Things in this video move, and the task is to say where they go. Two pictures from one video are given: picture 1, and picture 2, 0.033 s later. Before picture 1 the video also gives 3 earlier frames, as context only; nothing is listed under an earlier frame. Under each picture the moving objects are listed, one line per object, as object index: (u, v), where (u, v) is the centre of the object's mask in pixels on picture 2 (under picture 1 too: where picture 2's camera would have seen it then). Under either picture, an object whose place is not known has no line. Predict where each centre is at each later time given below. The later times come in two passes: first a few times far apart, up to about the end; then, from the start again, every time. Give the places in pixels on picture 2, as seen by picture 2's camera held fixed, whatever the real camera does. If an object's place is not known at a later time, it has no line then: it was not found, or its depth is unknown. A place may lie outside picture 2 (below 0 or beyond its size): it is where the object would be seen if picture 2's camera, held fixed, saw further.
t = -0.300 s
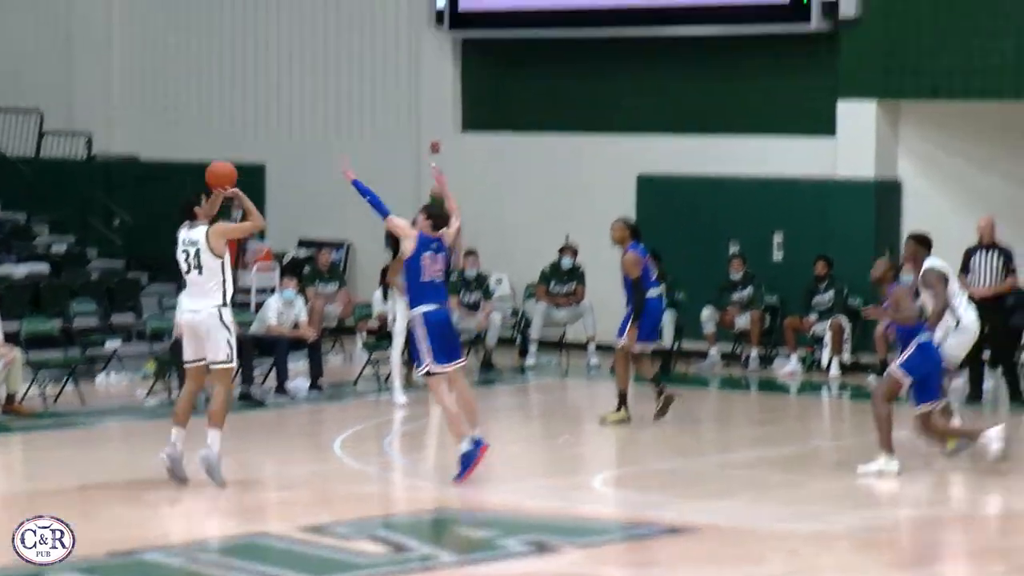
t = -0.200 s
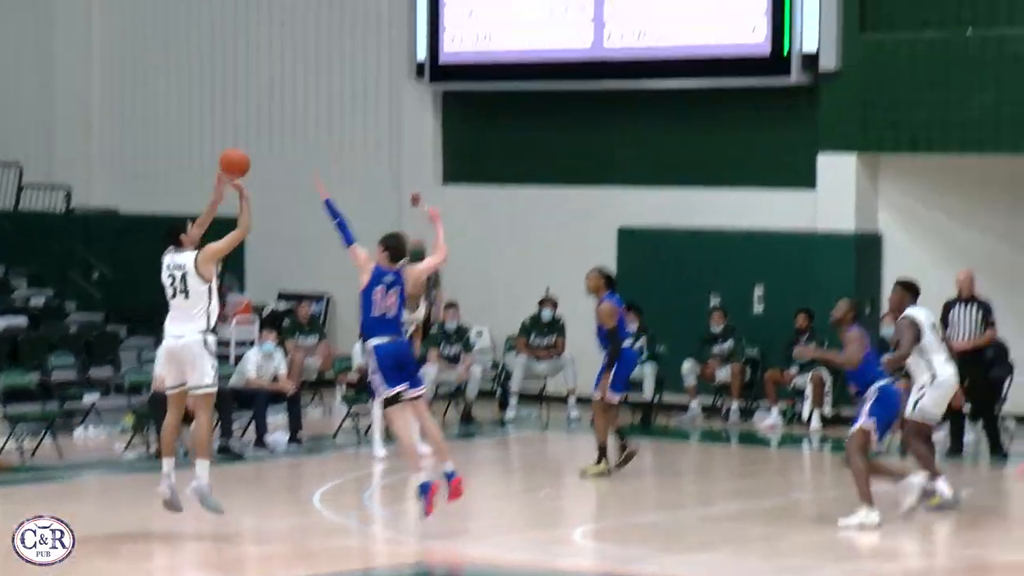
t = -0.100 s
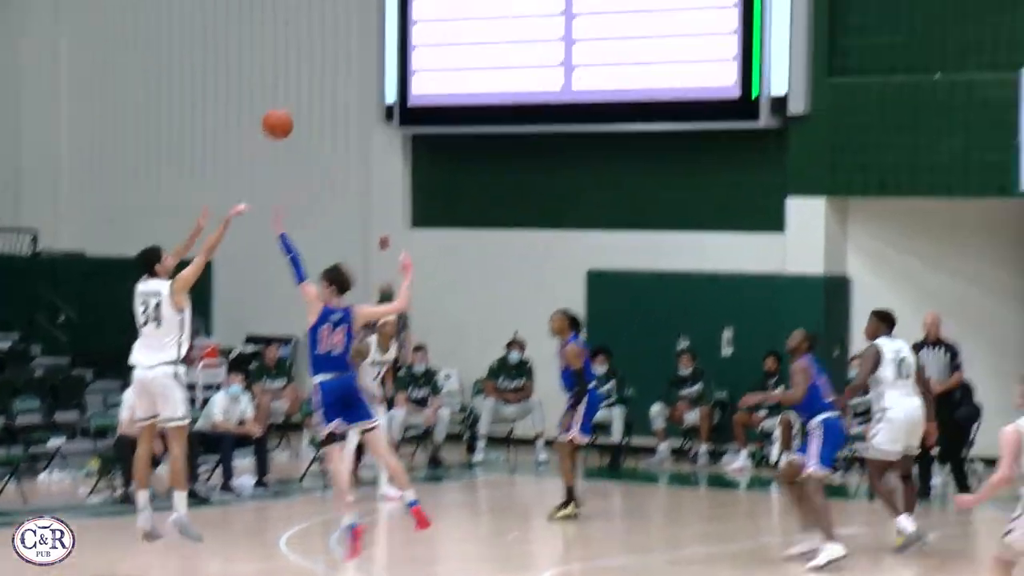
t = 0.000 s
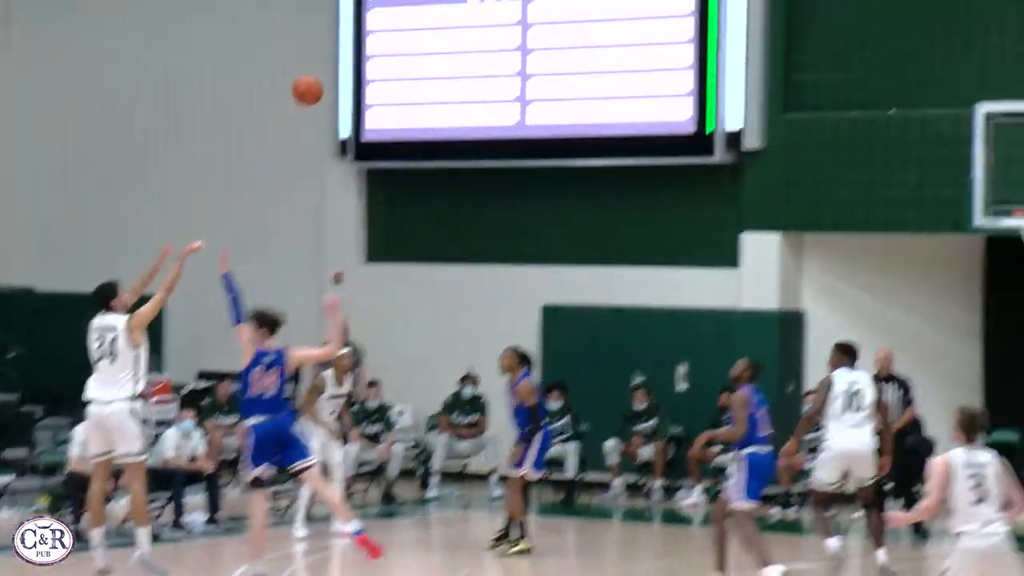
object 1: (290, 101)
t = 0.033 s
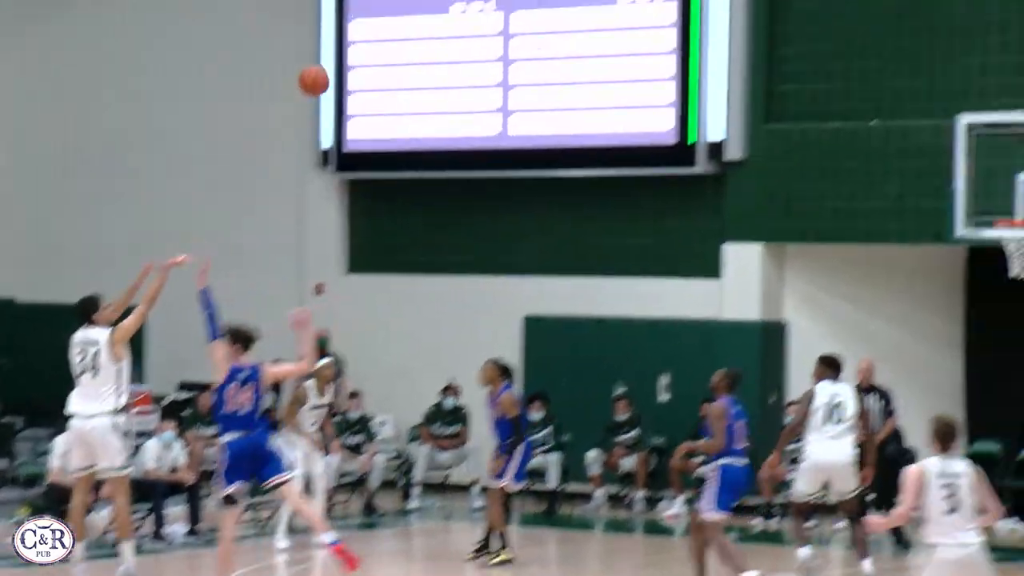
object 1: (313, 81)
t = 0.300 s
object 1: (503, -22)
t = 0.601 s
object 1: (700, -33)
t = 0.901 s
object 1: (886, 60)
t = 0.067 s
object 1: (338, 63)
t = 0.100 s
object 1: (362, 47)
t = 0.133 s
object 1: (386, 33)
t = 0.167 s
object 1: (409, 18)
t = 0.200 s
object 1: (433, 6)
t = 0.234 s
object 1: (456, -4)
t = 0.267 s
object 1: (480, -14)
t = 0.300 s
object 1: (503, -22)
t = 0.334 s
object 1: (526, -28)
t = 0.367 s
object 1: (548, -34)
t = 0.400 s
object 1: (570, -37)
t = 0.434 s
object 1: (592, -40)
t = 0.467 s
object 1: (614, -41)
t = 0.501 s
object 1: (636, -41)
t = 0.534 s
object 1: (658, -40)
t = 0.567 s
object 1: (679, -37)
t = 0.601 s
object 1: (700, -33)
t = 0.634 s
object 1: (722, -28)
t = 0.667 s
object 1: (743, -21)
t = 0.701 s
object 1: (763, -13)
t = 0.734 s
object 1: (784, -4)
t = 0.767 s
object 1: (805, 6)
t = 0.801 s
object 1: (826, 17)
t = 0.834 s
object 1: (846, 30)
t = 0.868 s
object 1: (866, 44)
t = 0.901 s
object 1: (886, 60)
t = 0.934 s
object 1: (905, 77)
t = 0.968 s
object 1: (924, 95)
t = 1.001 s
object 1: (942, 114)
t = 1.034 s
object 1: (963, 134)
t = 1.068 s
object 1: (984, 156)
